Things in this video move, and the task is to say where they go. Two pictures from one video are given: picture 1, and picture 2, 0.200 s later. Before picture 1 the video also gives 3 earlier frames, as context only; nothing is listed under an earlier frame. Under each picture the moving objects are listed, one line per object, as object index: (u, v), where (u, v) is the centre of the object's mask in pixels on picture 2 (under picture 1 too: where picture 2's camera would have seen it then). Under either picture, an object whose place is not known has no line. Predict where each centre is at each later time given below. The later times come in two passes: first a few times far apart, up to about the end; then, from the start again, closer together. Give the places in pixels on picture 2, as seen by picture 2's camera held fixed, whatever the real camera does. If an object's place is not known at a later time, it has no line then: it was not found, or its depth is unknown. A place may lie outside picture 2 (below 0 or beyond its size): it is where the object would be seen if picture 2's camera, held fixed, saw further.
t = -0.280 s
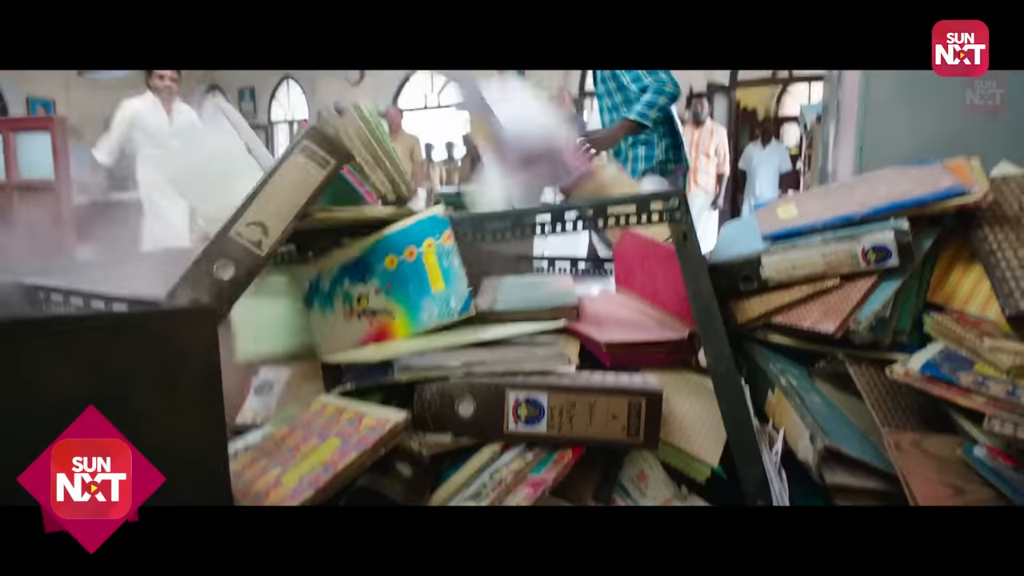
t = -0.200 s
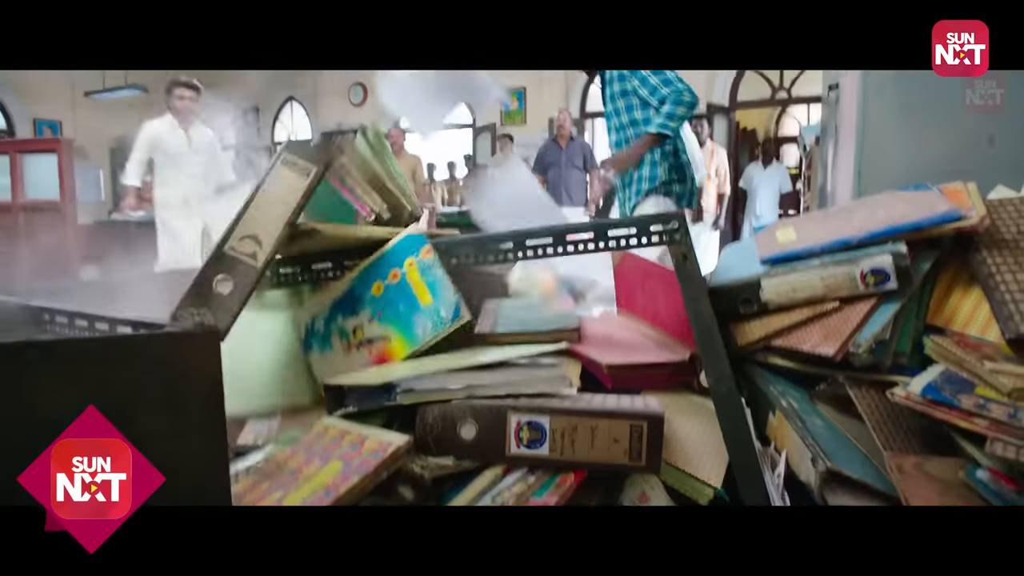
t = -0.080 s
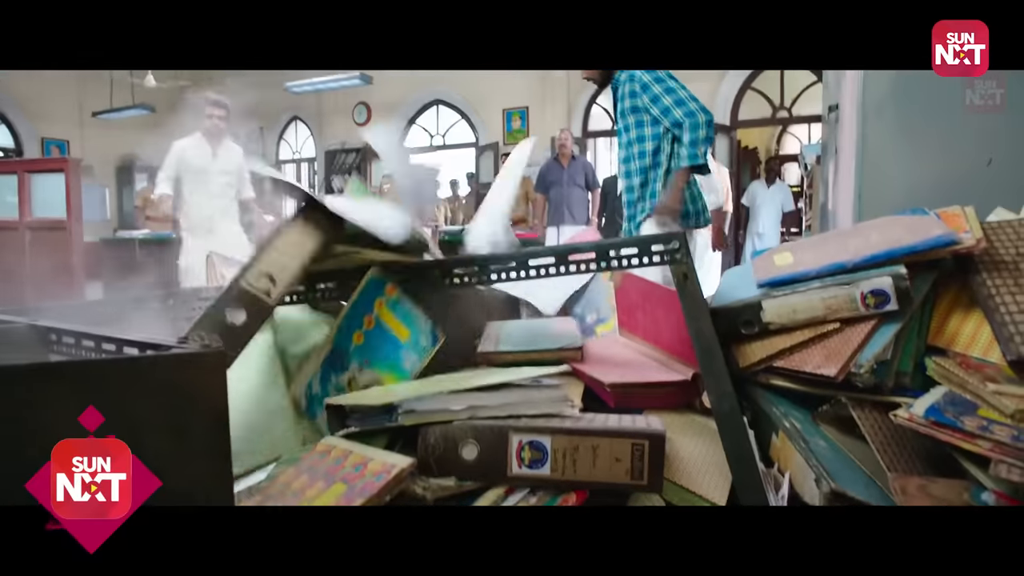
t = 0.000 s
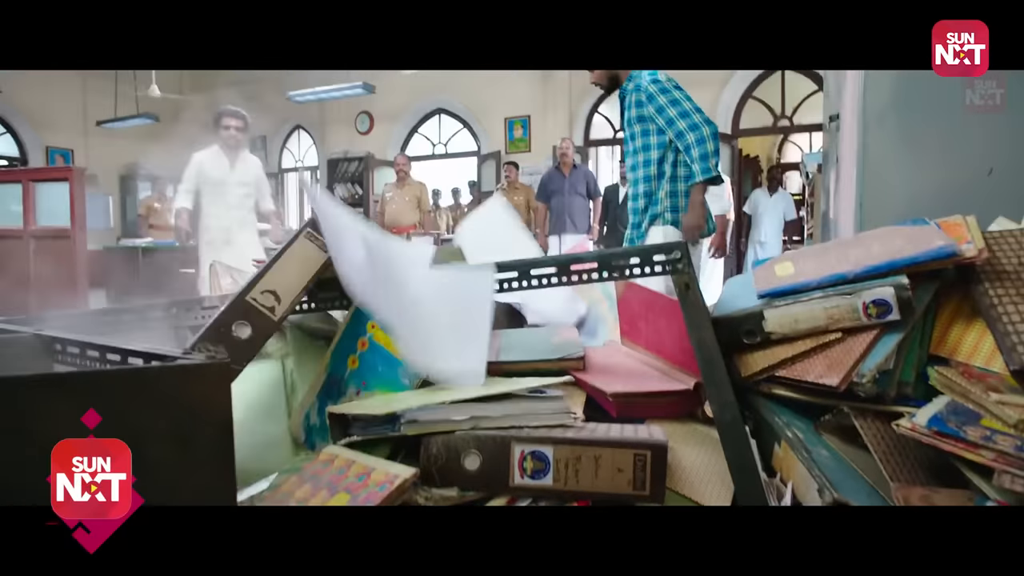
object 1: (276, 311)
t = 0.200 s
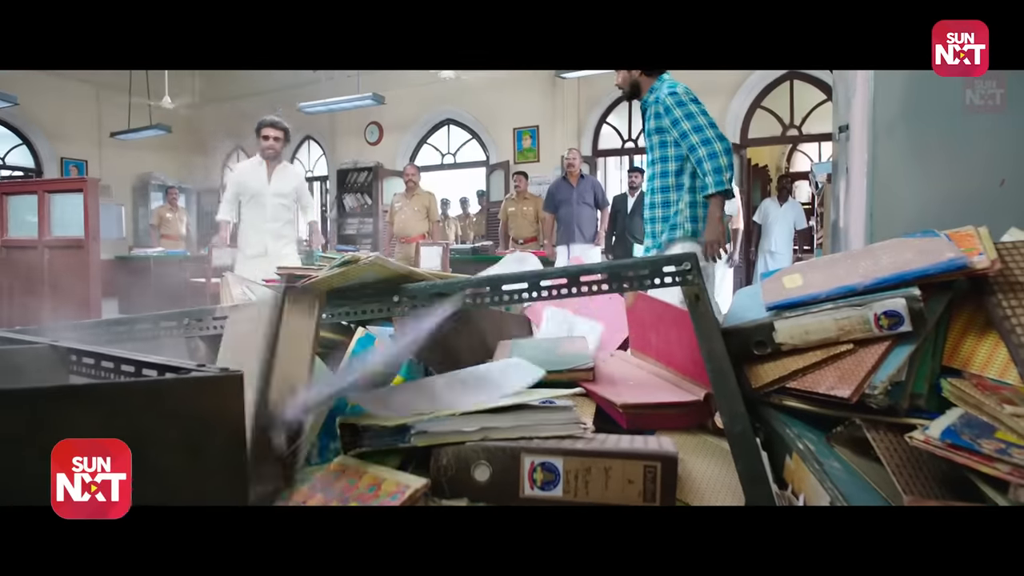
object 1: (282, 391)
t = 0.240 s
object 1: (287, 378)
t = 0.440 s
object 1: (291, 428)
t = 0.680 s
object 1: (290, 430)
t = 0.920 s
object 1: (290, 430)
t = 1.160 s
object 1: (290, 430)
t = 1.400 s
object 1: (290, 431)
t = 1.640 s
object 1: (290, 431)
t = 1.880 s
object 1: (290, 430)
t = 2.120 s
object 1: (290, 430)
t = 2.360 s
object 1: (290, 431)
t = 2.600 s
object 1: (290, 431)
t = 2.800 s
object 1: (291, 431)
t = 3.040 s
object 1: (291, 431)
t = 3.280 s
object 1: (291, 431)
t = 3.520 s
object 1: (290, 431)
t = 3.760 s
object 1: (290, 431)
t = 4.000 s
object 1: (290, 431)
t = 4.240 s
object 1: (290, 431)
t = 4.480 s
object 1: (290, 431)
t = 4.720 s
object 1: (290, 430)
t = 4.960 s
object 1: (290, 430)
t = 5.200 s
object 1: (290, 430)
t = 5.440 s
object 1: (290, 430)
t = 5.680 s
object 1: (290, 430)
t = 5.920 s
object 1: (290, 430)
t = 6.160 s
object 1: (289, 430)
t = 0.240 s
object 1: (287, 378)
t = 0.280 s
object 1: (278, 397)
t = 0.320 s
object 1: (278, 418)
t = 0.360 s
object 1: (281, 422)
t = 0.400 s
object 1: (286, 427)
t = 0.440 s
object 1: (291, 428)
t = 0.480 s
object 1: (291, 429)
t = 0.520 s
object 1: (291, 429)
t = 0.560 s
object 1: (291, 430)
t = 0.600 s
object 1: (291, 429)
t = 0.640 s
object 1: (291, 430)
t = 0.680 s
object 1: (290, 430)
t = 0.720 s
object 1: (290, 430)
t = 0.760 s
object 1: (290, 430)
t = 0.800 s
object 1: (290, 430)
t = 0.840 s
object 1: (291, 431)
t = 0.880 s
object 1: (290, 430)
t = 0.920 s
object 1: (290, 430)
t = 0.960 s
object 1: (290, 431)
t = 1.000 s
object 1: (290, 431)
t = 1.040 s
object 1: (290, 430)
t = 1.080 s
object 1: (290, 430)
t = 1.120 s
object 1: (290, 430)
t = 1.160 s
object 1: (290, 430)
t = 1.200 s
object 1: (290, 430)
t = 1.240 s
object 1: (290, 430)
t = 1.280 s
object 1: (290, 431)
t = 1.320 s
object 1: (290, 431)
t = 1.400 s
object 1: (290, 431)
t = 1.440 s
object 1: (290, 431)
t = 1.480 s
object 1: (290, 431)
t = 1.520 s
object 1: (290, 431)
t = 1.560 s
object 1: (290, 431)
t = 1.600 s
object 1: (290, 431)
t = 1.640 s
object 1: (290, 431)
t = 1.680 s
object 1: (290, 431)
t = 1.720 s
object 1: (290, 430)
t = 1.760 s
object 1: (290, 431)
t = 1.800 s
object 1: (290, 430)
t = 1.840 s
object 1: (290, 430)
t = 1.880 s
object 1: (290, 430)
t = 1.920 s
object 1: (290, 430)
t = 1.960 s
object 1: (290, 431)
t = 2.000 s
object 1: (290, 430)
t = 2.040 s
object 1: (290, 430)
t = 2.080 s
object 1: (290, 430)
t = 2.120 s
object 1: (290, 430)
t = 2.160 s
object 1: (290, 430)
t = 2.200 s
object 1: (290, 430)
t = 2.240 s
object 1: (290, 430)
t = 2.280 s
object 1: (290, 430)
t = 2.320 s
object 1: (290, 431)
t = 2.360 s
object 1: (290, 431)
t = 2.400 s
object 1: (290, 430)
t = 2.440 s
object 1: (290, 430)
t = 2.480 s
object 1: (290, 430)
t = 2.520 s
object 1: (290, 431)
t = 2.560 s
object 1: (290, 430)
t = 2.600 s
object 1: (290, 431)
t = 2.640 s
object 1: (290, 431)
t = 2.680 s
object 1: (290, 430)
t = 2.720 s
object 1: (291, 431)
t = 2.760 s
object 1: (290, 430)
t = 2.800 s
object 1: (291, 431)
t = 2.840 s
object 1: (290, 431)
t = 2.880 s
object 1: (291, 431)
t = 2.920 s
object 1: (290, 430)
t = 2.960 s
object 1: (290, 430)
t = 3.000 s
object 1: (290, 430)
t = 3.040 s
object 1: (291, 431)
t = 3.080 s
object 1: (290, 431)
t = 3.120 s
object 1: (291, 430)
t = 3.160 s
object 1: (291, 430)
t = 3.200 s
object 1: (291, 431)
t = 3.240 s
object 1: (291, 431)
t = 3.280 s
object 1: (291, 431)
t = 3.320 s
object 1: (290, 431)
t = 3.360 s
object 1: (290, 431)
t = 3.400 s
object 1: (290, 431)
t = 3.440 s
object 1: (290, 431)
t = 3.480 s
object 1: (290, 431)
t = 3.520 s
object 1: (290, 431)
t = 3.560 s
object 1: (290, 431)
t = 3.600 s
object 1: (290, 431)
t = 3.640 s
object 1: (290, 431)
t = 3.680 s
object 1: (290, 431)
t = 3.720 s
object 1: (290, 431)
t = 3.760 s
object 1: (290, 431)
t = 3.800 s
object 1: (290, 431)
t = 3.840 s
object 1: (290, 431)
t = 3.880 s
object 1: (290, 431)
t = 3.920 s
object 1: (290, 431)
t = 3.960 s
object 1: (290, 431)
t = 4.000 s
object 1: (290, 431)
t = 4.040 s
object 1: (290, 431)
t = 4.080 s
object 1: (290, 431)
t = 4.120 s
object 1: (290, 431)
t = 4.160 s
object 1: (290, 431)
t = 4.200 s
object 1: (290, 431)
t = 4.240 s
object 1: (290, 431)
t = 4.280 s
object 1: (290, 431)
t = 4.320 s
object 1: (290, 430)
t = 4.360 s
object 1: (290, 430)
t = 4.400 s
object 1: (290, 430)
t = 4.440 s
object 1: (290, 430)
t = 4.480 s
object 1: (290, 431)
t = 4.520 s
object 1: (290, 430)
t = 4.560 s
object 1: (290, 431)
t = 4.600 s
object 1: (290, 431)
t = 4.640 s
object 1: (290, 430)
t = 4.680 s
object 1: (290, 430)
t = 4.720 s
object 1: (290, 430)
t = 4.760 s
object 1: (290, 430)
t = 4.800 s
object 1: (290, 430)
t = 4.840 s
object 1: (290, 431)
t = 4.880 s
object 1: (290, 431)
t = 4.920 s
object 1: (290, 431)
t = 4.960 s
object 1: (290, 430)
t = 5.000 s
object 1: (290, 431)
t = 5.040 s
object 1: (290, 430)
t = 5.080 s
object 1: (290, 430)
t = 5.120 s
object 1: (290, 430)
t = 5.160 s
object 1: (290, 430)
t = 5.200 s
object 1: (290, 430)
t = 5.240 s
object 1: (290, 430)
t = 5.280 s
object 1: (289, 430)
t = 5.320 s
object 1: (290, 430)
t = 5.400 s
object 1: (290, 431)
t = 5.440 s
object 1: (290, 430)
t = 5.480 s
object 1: (290, 431)
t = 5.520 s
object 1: (290, 430)
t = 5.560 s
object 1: (290, 430)
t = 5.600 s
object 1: (290, 430)
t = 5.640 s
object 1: (290, 430)
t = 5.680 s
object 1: (290, 430)
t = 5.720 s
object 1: (290, 430)
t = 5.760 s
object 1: (290, 431)
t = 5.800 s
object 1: (290, 430)
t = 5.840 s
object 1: (290, 430)
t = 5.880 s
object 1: (290, 430)
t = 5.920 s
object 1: (290, 430)
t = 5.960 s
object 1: (289, 430)
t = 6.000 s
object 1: (290, 430)
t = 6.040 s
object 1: (290, 430)
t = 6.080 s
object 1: (289, 430)
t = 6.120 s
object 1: (289, 430)
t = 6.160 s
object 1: (289, 430)
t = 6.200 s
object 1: (289, 430)
